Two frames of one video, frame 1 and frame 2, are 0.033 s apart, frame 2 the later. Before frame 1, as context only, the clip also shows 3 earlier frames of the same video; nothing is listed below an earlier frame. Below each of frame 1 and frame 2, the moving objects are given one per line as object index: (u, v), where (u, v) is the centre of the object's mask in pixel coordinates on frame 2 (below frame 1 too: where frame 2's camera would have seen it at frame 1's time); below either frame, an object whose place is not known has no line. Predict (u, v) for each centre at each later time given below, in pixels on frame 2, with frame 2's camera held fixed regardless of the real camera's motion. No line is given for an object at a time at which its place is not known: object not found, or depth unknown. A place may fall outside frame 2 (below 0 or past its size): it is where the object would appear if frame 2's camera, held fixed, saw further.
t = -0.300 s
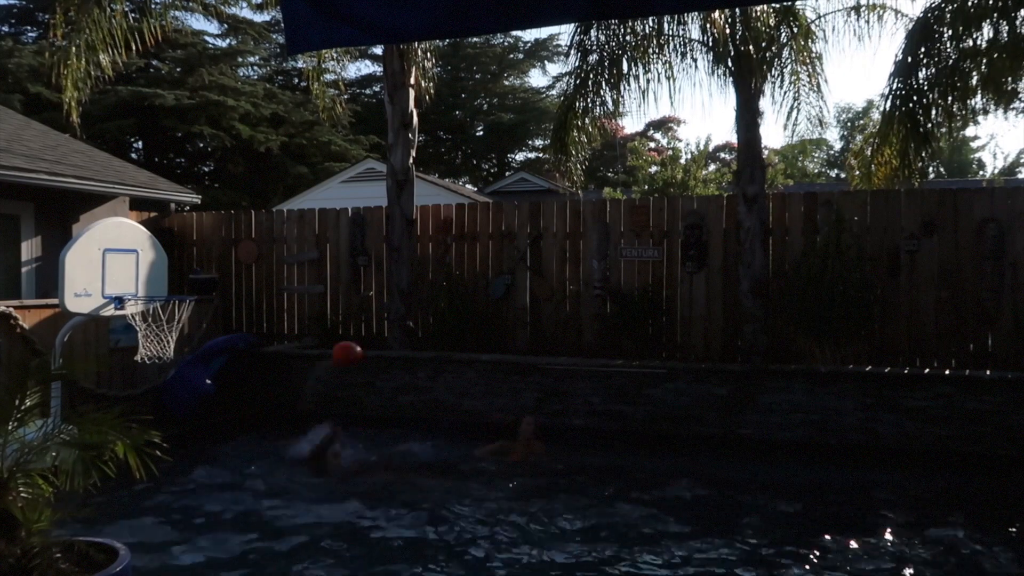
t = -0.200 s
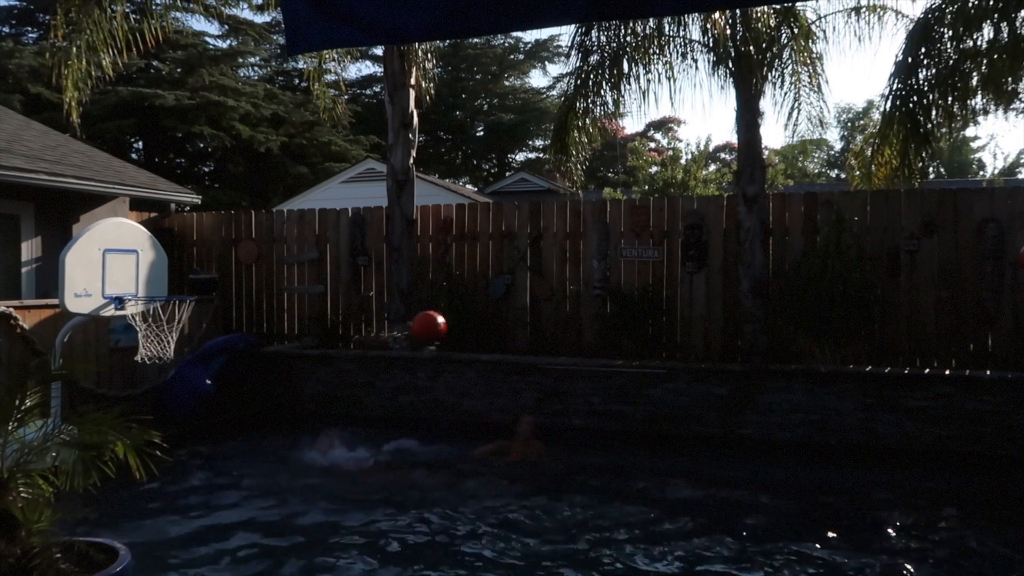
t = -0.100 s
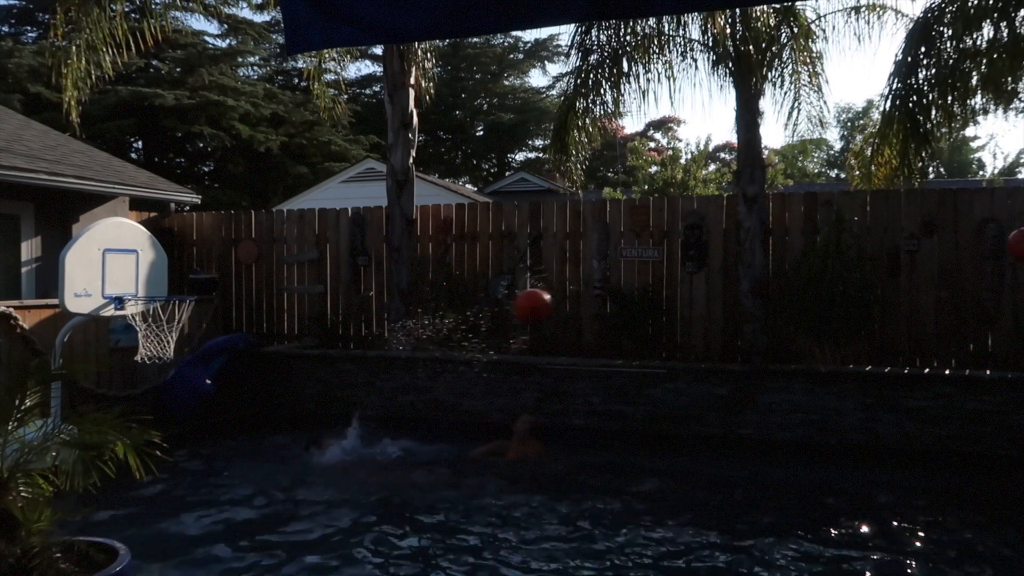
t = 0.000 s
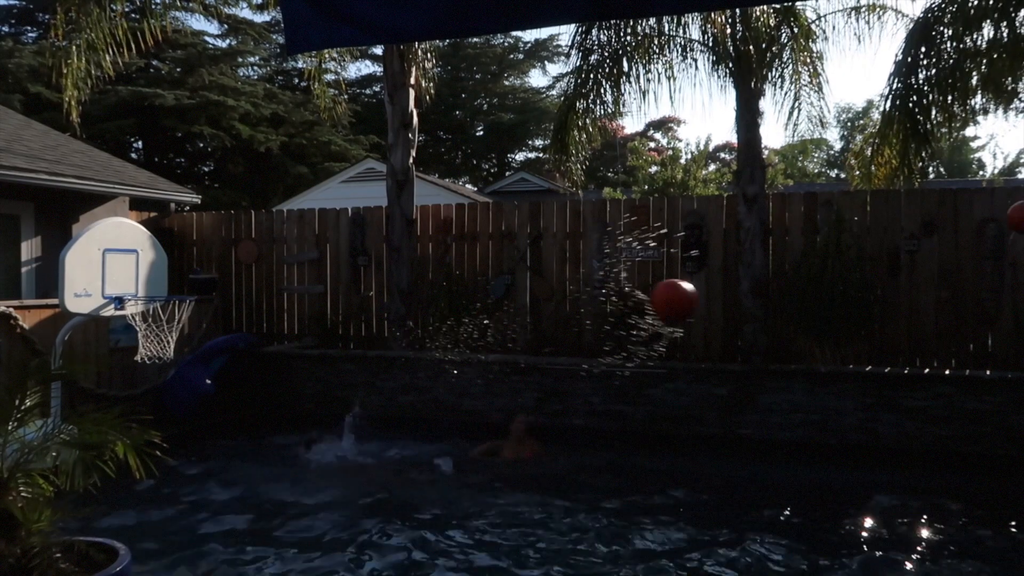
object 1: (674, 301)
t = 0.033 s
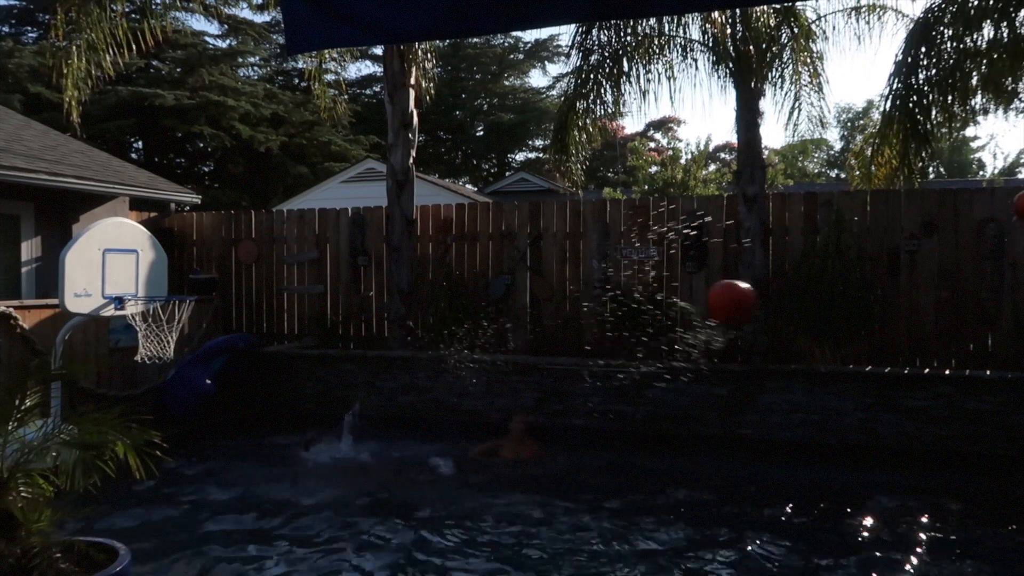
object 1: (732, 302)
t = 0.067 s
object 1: (795, 304)
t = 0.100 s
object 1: (869, 312)
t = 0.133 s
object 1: (953, 323)
